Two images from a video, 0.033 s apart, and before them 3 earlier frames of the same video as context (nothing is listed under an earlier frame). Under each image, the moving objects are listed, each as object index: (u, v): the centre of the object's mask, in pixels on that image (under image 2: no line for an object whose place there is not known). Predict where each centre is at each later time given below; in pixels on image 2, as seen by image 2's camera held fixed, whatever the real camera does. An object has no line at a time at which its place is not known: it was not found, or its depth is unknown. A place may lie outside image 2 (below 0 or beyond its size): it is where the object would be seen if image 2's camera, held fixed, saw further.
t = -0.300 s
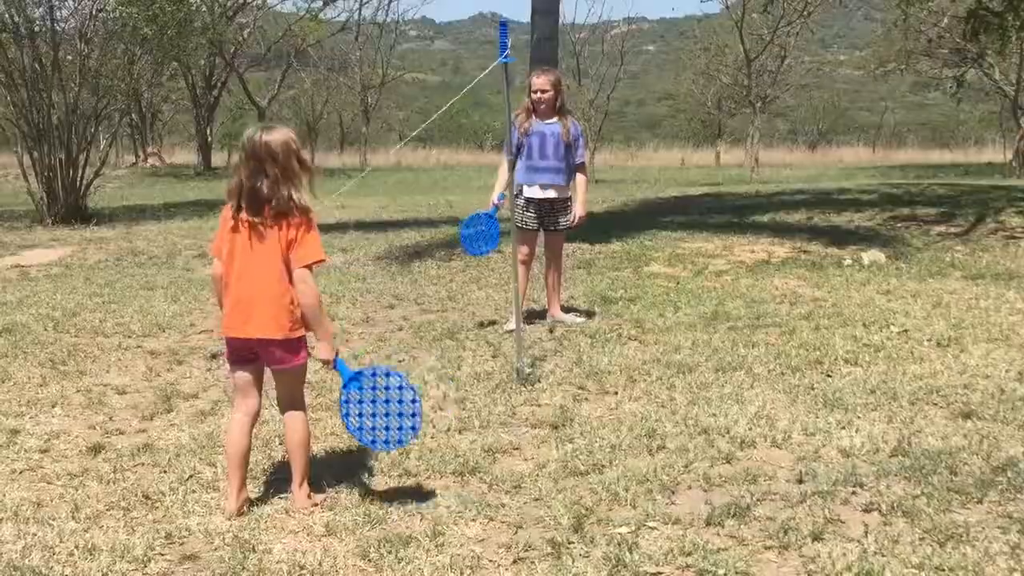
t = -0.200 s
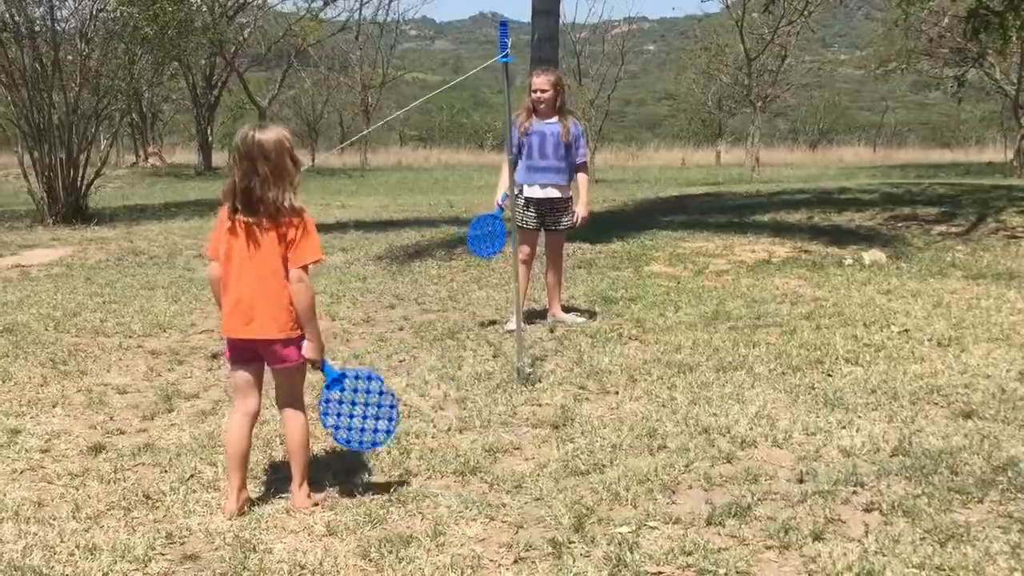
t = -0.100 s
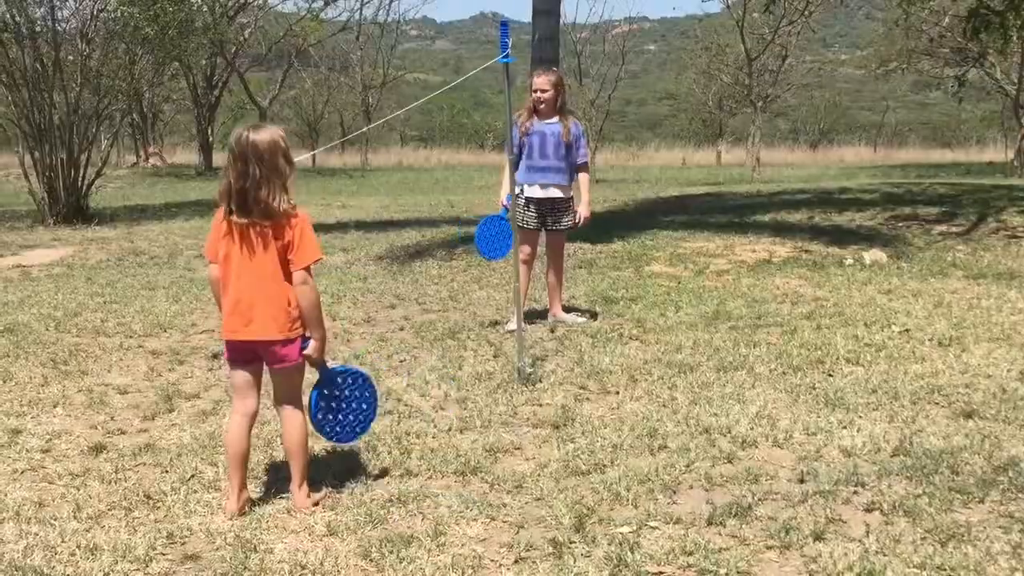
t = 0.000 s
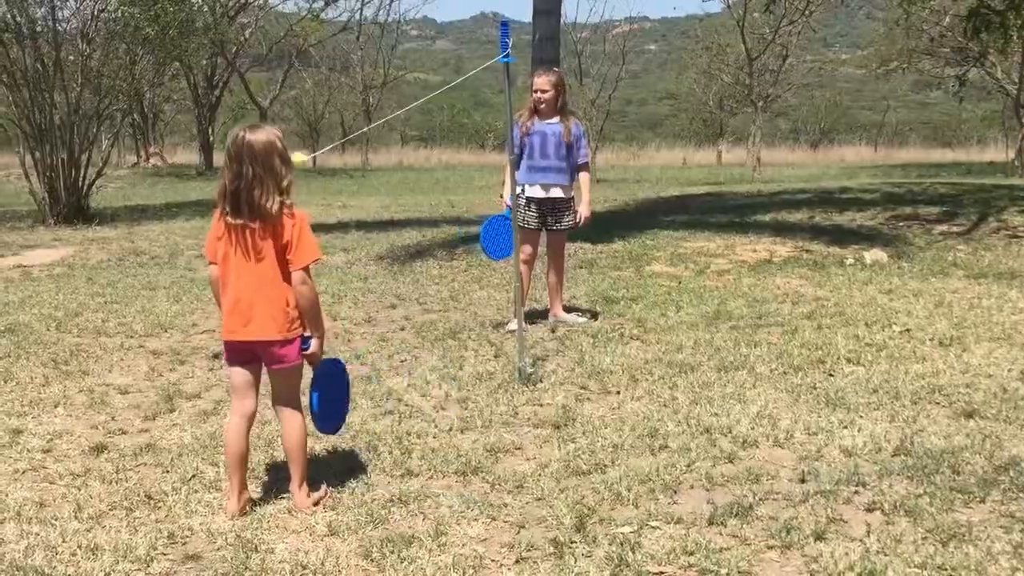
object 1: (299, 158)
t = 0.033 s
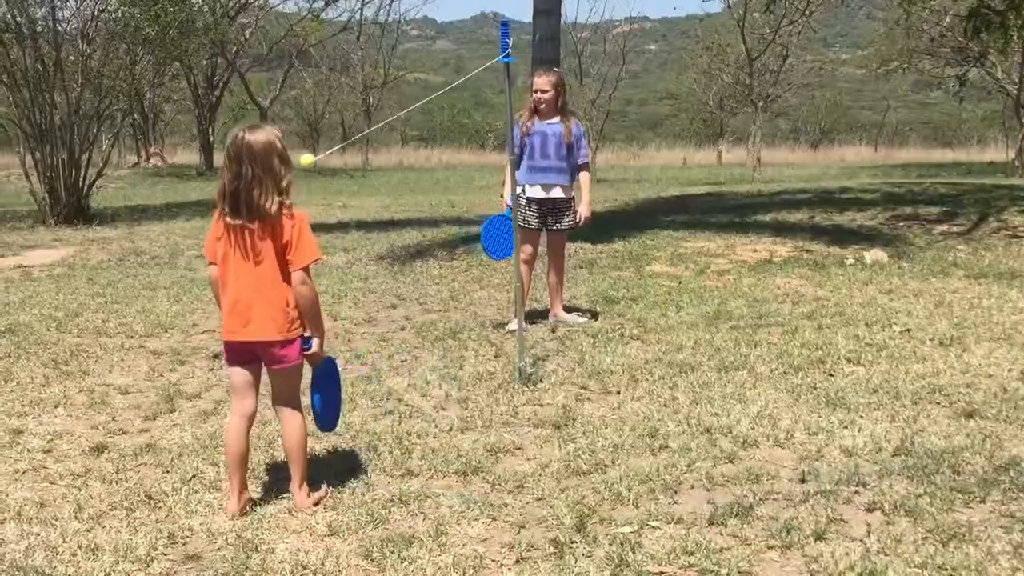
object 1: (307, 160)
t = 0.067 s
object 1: (316, 164)
